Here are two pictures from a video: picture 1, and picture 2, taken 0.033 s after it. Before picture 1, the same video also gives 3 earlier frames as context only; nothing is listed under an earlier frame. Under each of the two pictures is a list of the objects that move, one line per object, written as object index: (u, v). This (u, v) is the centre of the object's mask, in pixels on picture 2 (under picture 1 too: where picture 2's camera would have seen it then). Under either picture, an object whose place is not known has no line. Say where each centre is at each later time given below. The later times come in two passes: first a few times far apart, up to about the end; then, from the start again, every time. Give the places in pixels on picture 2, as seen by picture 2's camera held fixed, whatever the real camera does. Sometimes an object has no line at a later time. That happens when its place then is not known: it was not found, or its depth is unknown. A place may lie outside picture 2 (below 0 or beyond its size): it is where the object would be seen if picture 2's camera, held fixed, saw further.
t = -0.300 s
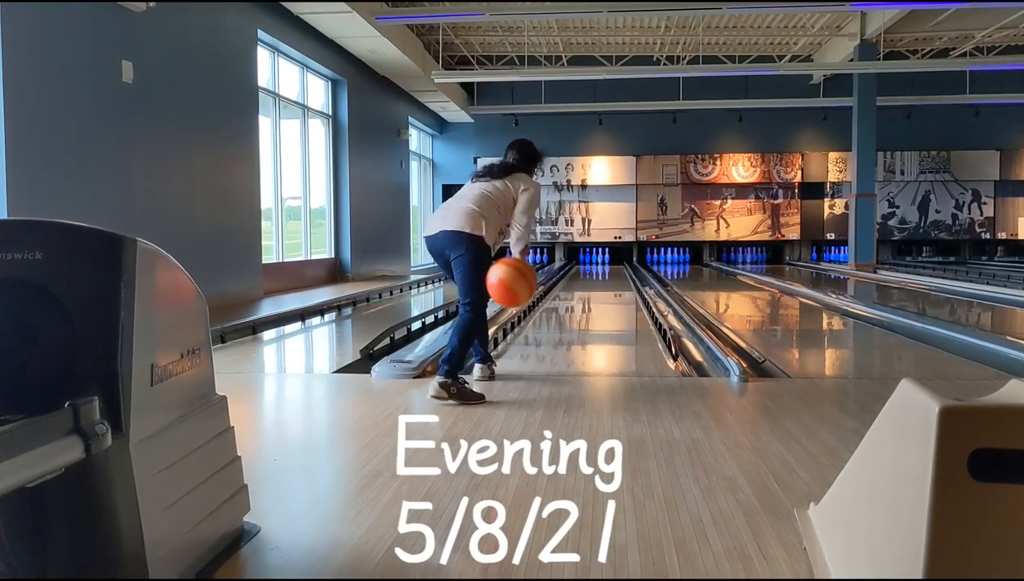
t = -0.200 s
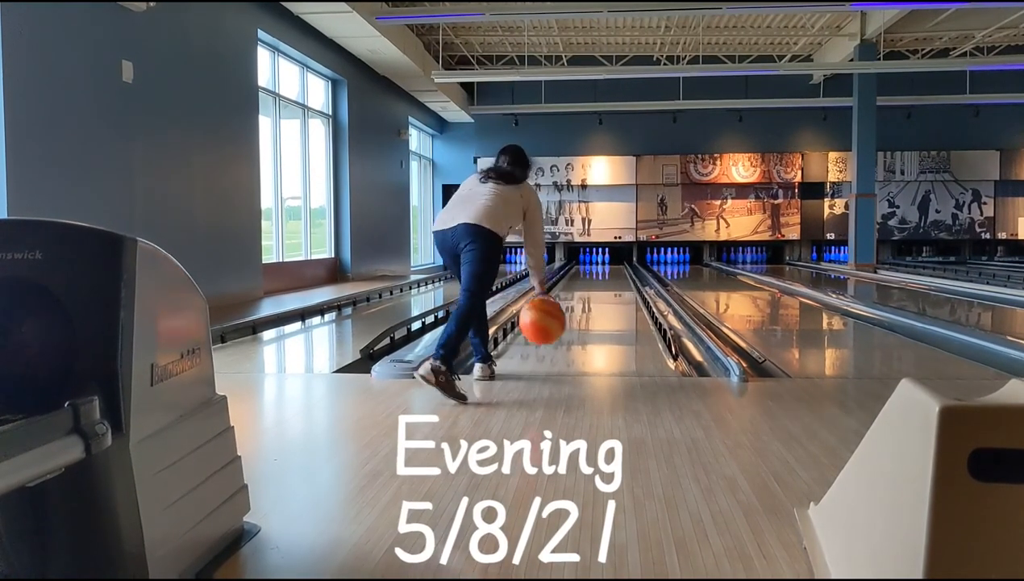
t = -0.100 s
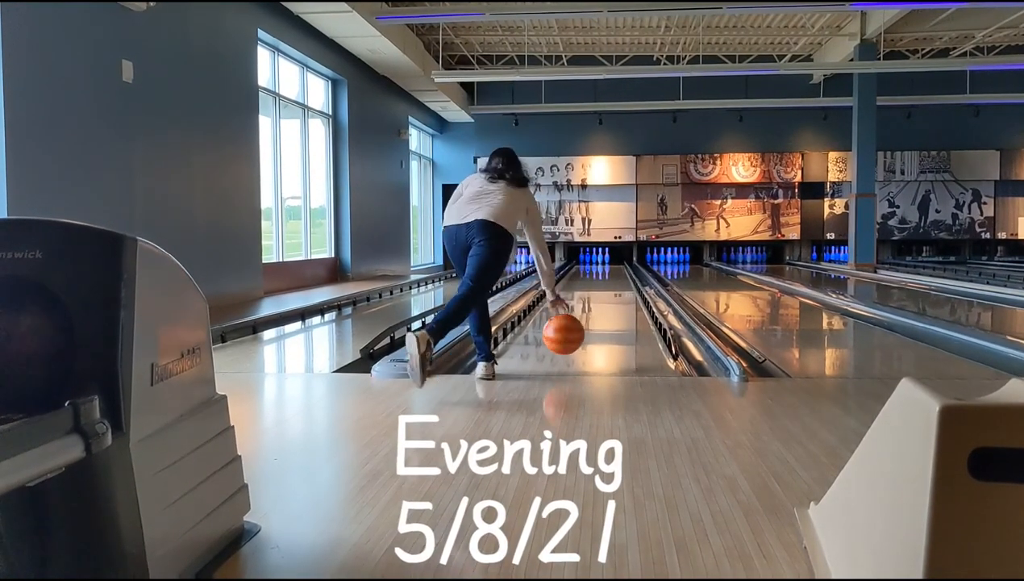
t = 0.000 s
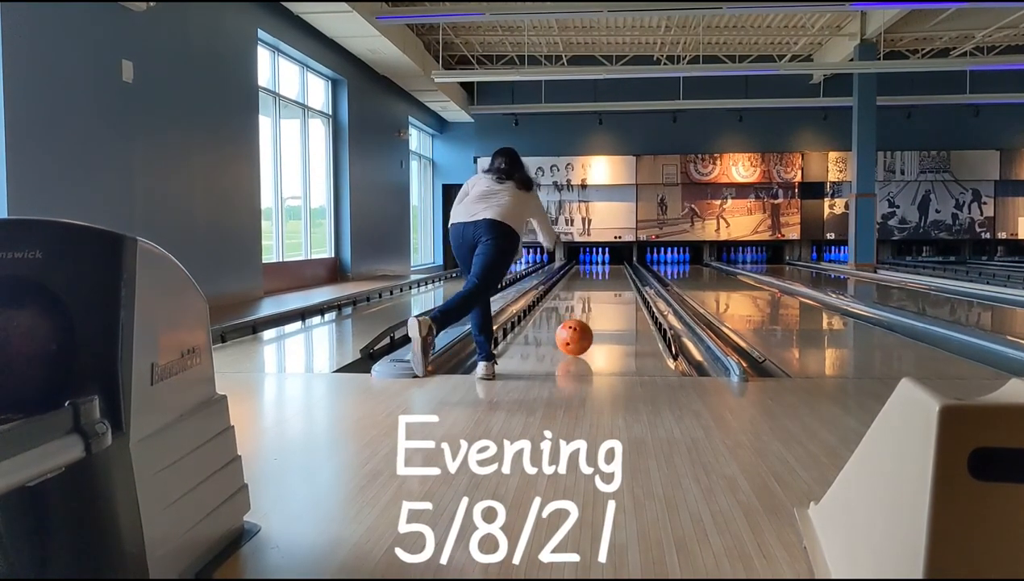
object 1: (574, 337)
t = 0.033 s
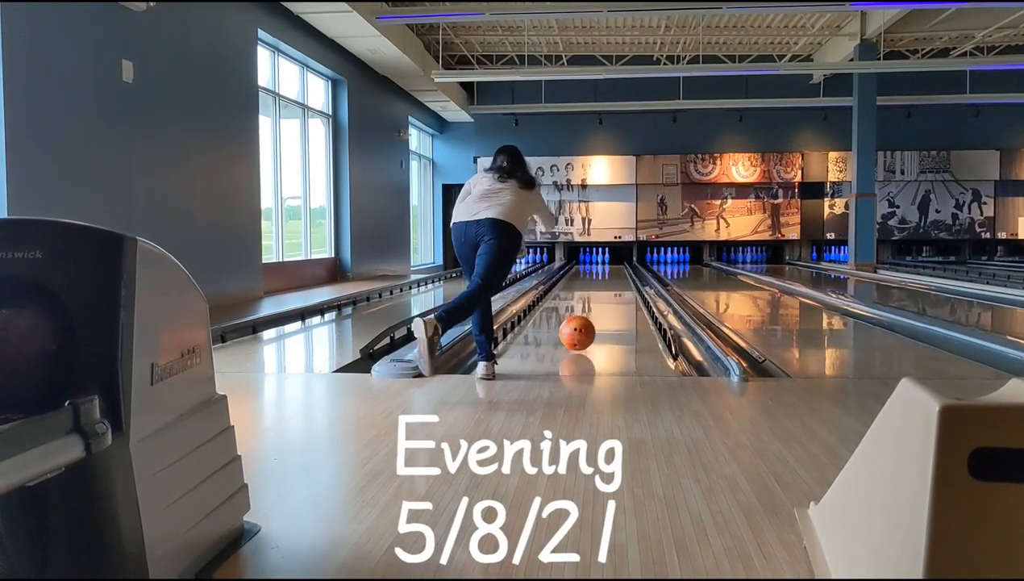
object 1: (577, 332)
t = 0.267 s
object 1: (594, 315)
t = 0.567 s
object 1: (607, 300)
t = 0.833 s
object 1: (615, 290)
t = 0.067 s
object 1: (580, 330)
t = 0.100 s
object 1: (582, 328)
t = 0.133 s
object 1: (585, 325)
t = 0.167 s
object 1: (587, 322)
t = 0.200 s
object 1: (590, 320)
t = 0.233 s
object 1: (592, 318)
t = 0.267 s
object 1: (594, 315)
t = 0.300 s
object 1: (596, 313)
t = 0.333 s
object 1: (597, 311)
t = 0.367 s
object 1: (599, 310)
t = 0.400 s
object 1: (601, 308)
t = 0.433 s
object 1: (602, 306)
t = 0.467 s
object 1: (604, 304)
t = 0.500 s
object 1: (605, 303)
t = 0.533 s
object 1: (606, 301)
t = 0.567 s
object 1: (607, 300)
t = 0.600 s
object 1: (608, 298)
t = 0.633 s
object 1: (610, 297)
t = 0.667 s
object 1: (611, 296)
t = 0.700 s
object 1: (612, 295)
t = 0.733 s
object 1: (612, 294)
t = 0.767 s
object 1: (613, 292)
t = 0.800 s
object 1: (614, 291)
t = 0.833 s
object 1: (615, 290)
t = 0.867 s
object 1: (616, 289)
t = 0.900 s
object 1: (616, 288)
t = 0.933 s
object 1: (617, 287)
